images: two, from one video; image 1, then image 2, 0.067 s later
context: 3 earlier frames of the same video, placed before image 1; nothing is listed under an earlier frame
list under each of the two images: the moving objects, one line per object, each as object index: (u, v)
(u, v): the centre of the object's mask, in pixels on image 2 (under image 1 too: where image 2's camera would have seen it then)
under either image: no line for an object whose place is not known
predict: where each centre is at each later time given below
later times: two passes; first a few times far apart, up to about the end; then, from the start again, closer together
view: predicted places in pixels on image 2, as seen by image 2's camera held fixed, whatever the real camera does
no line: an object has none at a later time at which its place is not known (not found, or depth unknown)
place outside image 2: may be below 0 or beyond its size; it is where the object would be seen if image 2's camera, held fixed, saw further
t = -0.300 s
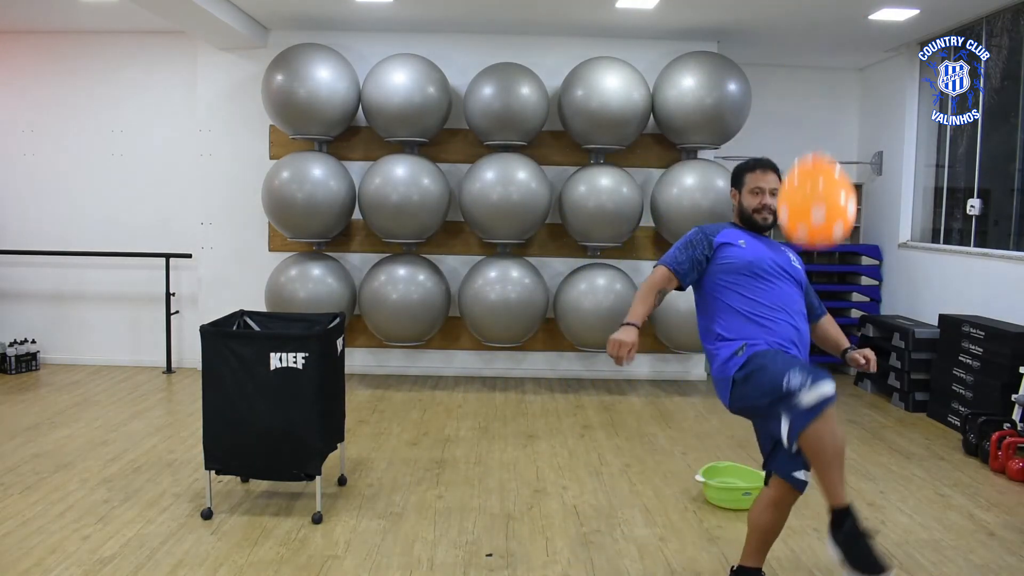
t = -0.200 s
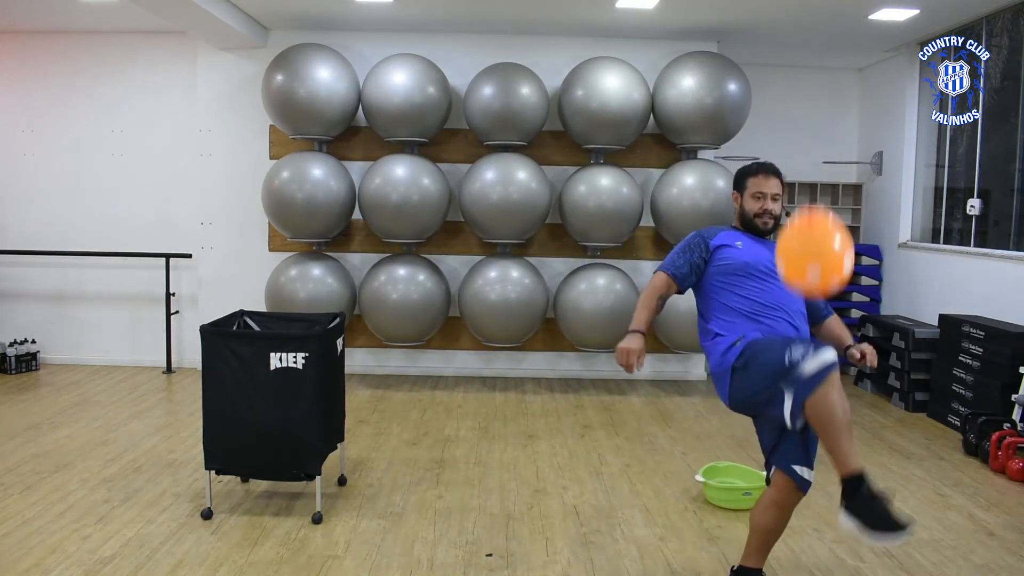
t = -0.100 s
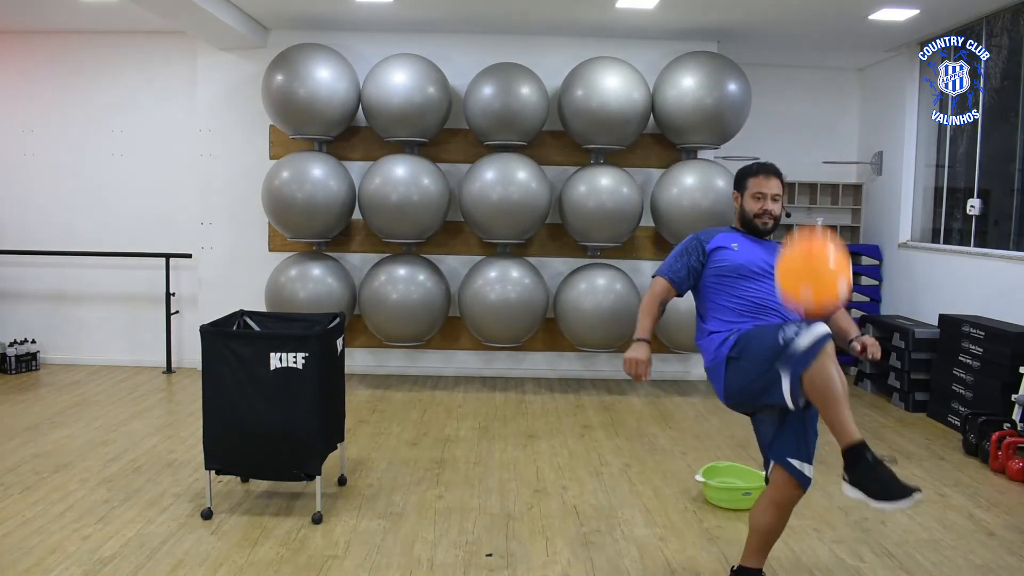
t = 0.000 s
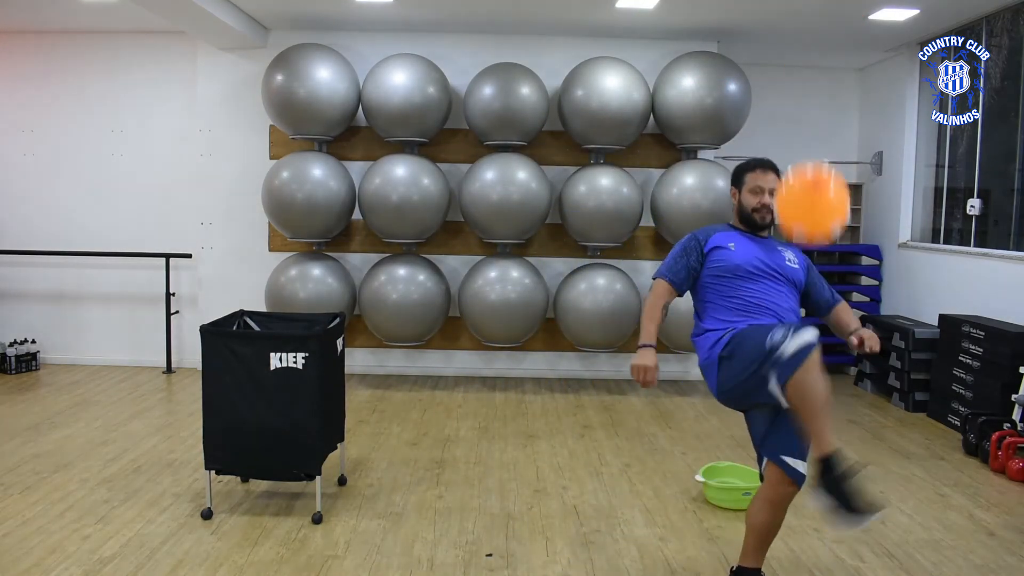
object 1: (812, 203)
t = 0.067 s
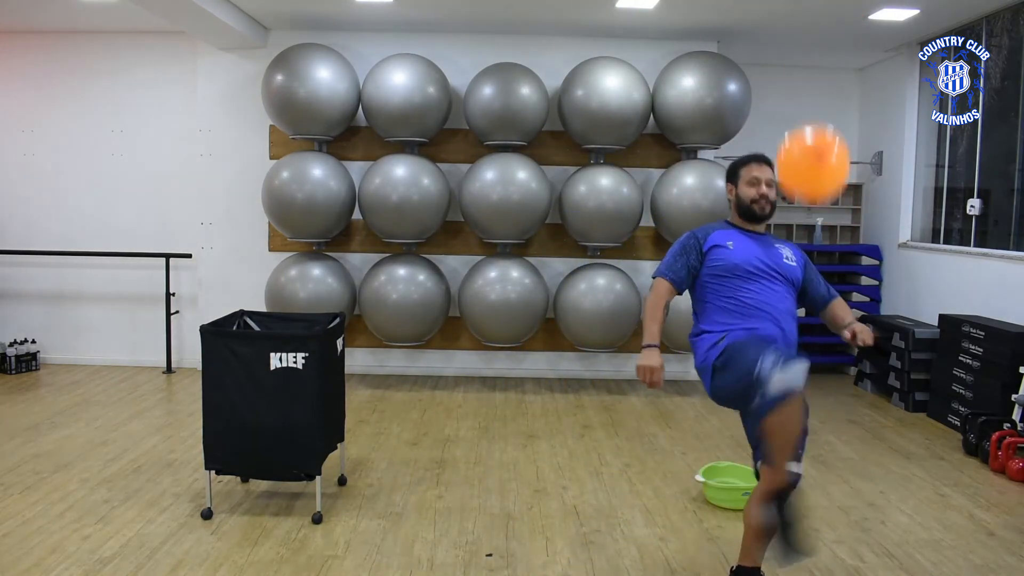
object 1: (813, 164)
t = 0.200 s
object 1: (815, 100)
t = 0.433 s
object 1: (815, 42)
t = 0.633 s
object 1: (813, 30)
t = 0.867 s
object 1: (812, 42)
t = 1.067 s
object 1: (812, 77)
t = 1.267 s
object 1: (809, 134)
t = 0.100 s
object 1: (813, 145)
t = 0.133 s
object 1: (814, 129)
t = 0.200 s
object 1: (815, 100)
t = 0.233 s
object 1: (815, 89)
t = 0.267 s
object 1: (815, 79)
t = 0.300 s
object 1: (816, 69)
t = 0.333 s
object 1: (815, 61)
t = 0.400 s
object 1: (815, 47)
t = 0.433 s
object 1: (815, 42)
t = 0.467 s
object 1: (814, 38)
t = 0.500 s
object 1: (814, 35)
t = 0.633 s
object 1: (813, 30)
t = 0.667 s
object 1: (813, 30)
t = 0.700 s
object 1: (813, 31)
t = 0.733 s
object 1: (813, 32)
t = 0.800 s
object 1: (812, 35)
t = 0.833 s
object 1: (812, 38)
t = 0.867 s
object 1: (812, 42)
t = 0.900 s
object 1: (812, 47)
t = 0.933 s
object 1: (812, 52)
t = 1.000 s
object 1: (812, 63)
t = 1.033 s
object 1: (812, 70)
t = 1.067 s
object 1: (812, 77)
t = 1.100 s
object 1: (811, 85)
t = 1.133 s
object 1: (811, 94)
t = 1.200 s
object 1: (810, 113)
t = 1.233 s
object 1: (810, 123)
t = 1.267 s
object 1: (809, 134)
